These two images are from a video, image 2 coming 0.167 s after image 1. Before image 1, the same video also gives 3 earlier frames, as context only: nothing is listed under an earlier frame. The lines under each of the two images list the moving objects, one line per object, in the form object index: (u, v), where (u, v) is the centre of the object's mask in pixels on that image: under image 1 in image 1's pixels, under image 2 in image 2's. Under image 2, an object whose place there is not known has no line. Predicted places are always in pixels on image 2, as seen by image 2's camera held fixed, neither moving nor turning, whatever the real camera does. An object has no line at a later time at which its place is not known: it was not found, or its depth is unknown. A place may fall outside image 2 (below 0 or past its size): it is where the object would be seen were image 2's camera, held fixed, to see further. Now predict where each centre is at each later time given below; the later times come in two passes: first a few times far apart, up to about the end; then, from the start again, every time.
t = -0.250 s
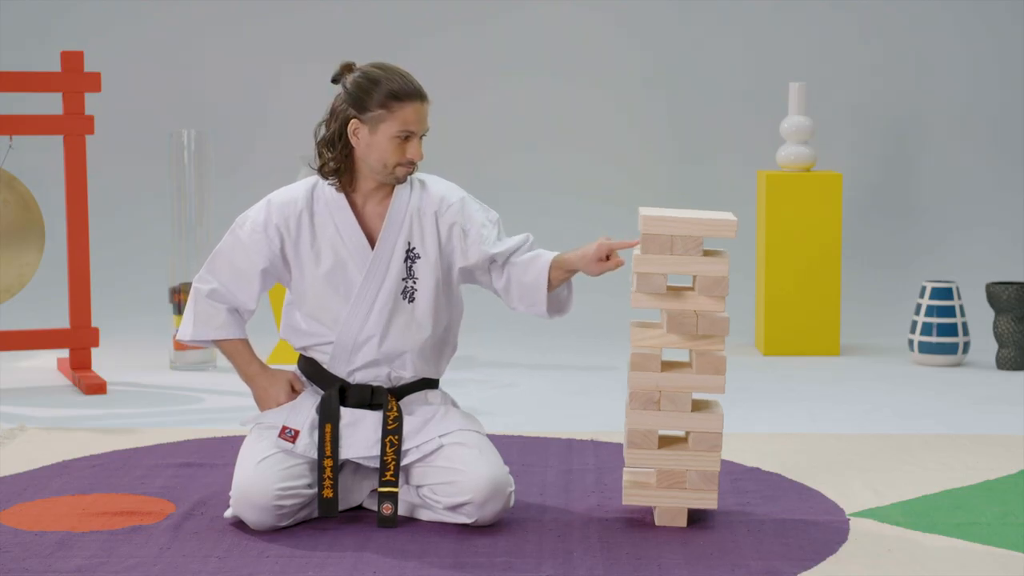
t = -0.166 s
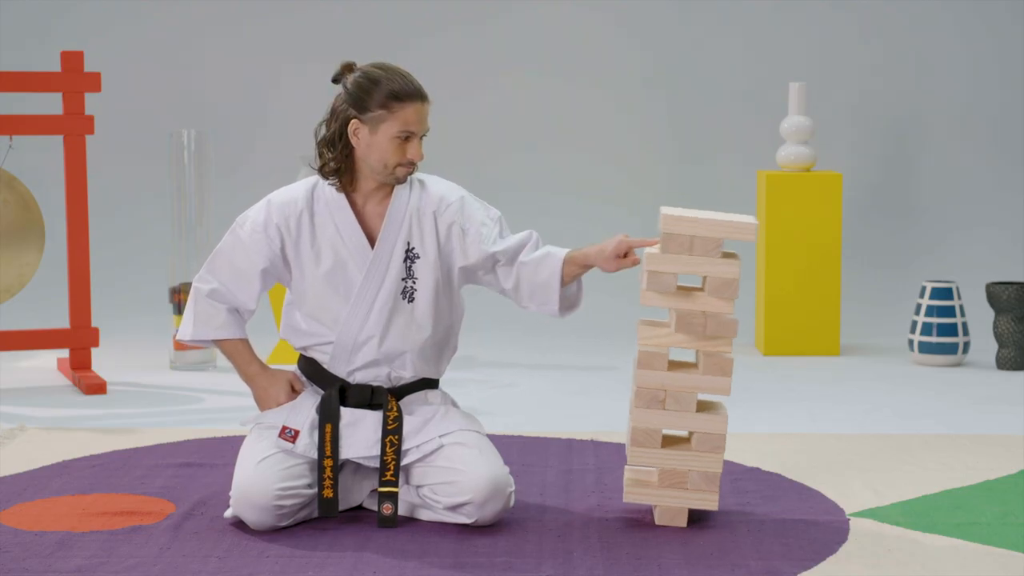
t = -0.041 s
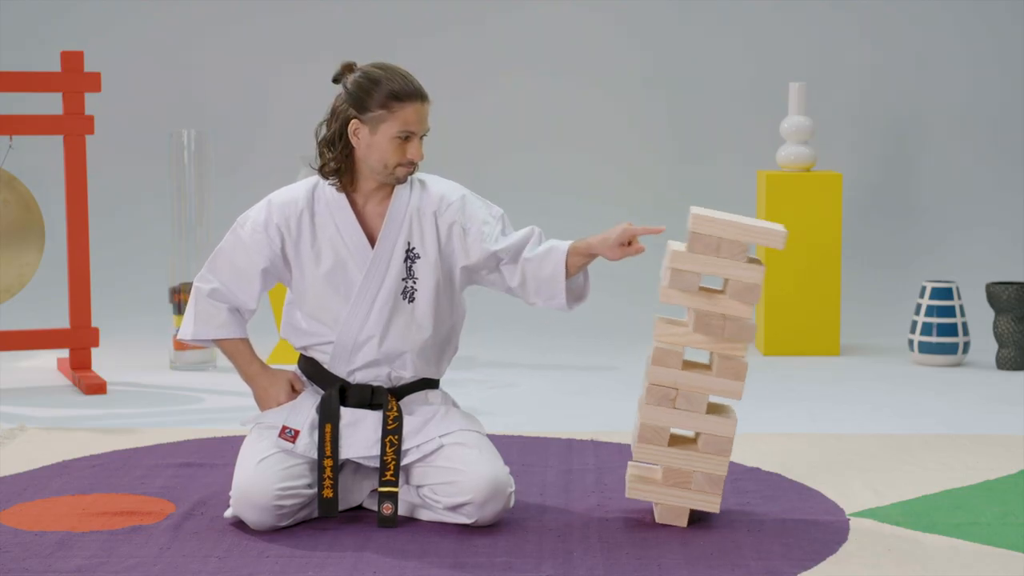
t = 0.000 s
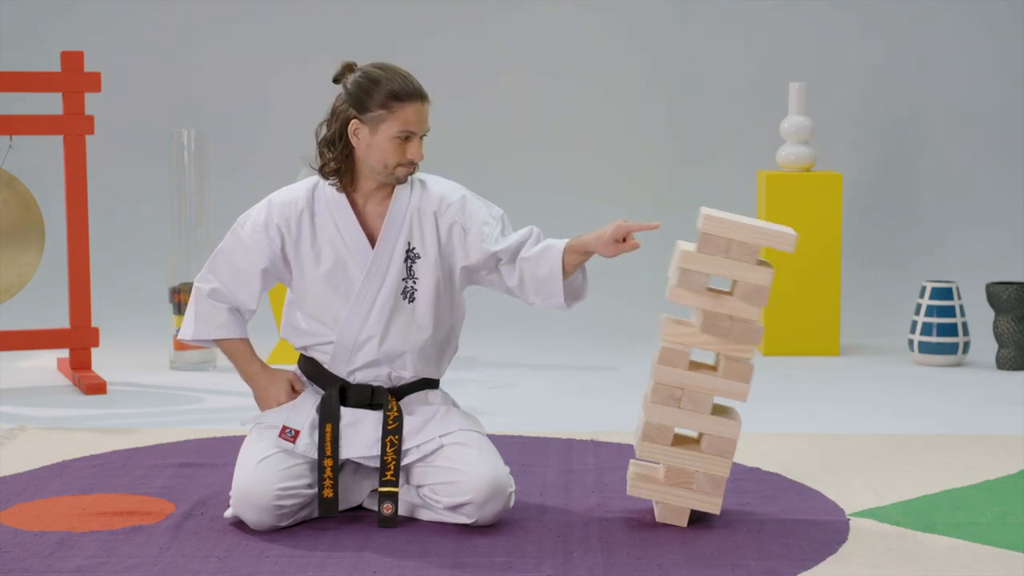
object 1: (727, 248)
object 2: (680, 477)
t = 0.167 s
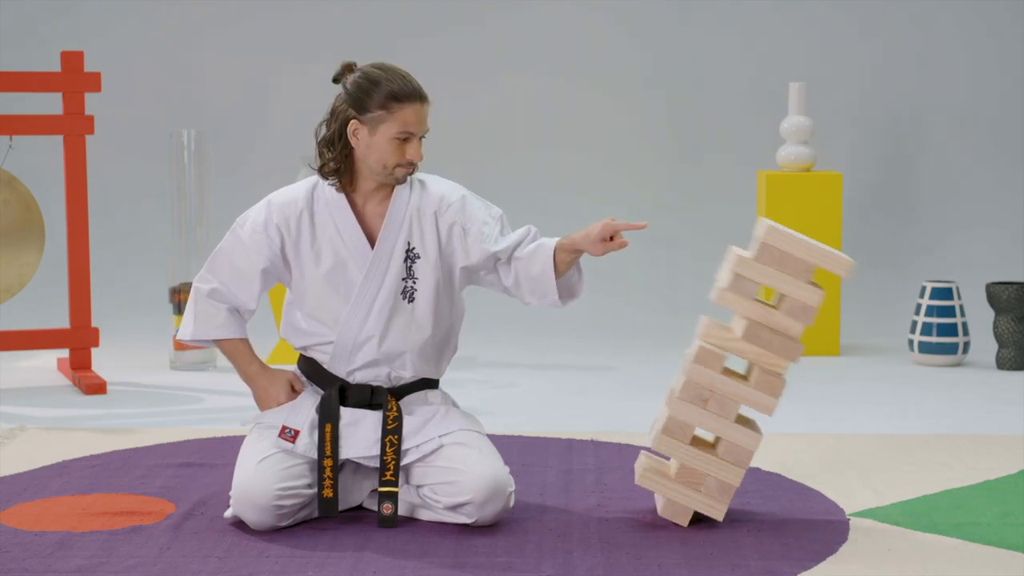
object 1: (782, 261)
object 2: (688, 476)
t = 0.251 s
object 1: (822, 278)
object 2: (693, 477)
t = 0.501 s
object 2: (706, 485)
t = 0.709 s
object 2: (717, 489)
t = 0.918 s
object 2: (717, 489)
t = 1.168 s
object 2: (718, 489)
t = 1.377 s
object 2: (719, 489)
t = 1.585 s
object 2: (719, 489)
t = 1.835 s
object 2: (719, 489)
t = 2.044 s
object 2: (718, 489)
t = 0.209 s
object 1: (800, 268)
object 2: (691, 476)
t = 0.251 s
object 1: (822, 278)
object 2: (693, 477)
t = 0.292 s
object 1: (849, 292)
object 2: (696, 480)
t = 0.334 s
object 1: (877, 312)
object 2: (700, 482)
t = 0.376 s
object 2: (705, 485)
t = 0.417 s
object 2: (704, 485)
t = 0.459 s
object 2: (704, 486)
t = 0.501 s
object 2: (706, 485)
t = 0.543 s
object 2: (708, 486)
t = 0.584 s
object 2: (709, 486)
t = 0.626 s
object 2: (716, 488)
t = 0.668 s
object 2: (717, 489)
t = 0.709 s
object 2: (717, 489)
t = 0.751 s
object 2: (717, 489)
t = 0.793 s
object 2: (717, 489)
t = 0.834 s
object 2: (717, 489)
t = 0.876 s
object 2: (717, 489)
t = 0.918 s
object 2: (717, 489)
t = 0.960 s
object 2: (717, 489)
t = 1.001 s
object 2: (717, 489)
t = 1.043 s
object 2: (718, 489)
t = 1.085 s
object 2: (718, 489)
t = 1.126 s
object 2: (718, 489)
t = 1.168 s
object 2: (718, 489)
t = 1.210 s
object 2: (718, 489)
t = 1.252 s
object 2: (718, 489)
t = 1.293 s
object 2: (718, 489)
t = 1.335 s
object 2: (718, 489)
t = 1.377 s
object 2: (719, 489)
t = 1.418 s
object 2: (719, 489)
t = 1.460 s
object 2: (719, 489)
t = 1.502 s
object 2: (719, 489)
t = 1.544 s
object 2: (719, 489)
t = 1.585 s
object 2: (719, 489)
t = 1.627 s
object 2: (719, 489)
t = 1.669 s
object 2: (719, 489)
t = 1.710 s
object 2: (719, 489)
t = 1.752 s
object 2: (719, 489)
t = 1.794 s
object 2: (719, 490)
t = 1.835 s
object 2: (719, 489)
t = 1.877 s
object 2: (719, 489)
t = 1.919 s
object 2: (719, 489)
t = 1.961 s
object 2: (719, 489)
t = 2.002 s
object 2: (718, 489)
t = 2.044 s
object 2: (718, 489)
